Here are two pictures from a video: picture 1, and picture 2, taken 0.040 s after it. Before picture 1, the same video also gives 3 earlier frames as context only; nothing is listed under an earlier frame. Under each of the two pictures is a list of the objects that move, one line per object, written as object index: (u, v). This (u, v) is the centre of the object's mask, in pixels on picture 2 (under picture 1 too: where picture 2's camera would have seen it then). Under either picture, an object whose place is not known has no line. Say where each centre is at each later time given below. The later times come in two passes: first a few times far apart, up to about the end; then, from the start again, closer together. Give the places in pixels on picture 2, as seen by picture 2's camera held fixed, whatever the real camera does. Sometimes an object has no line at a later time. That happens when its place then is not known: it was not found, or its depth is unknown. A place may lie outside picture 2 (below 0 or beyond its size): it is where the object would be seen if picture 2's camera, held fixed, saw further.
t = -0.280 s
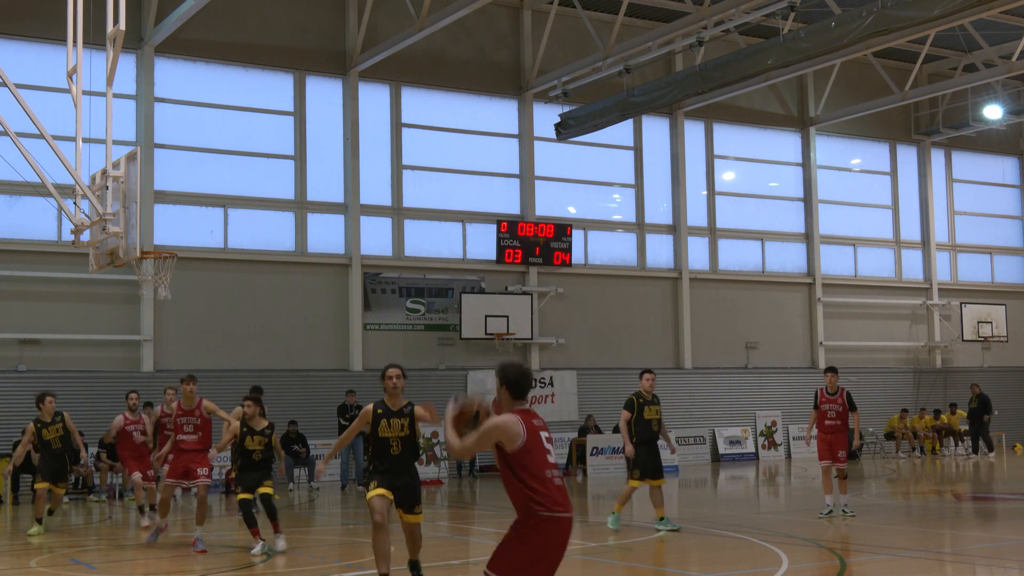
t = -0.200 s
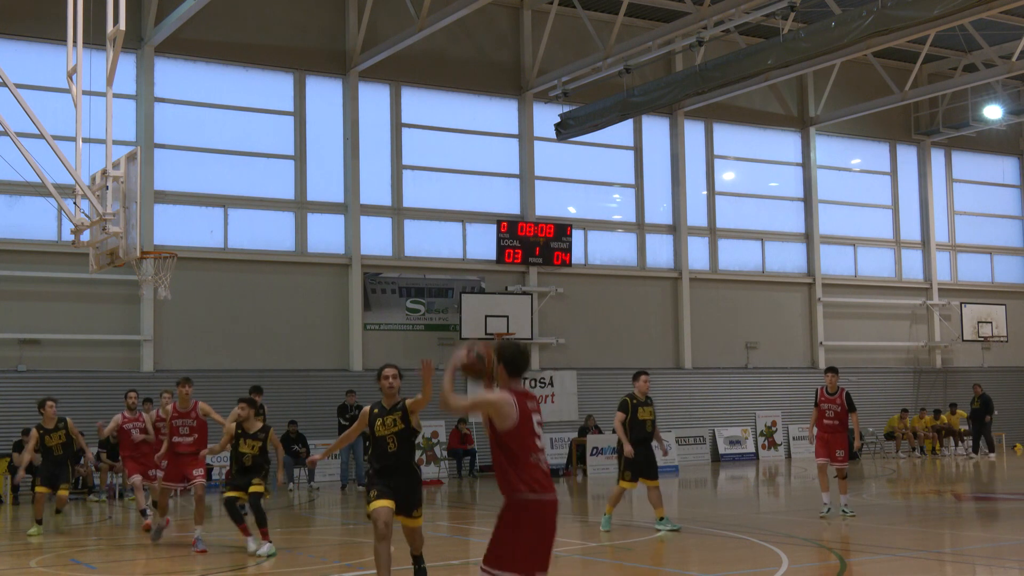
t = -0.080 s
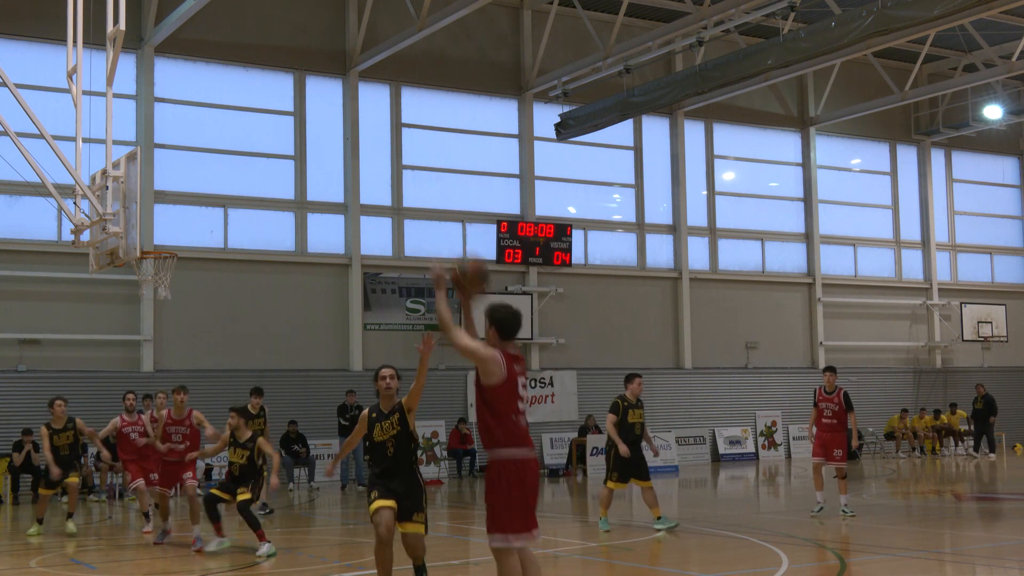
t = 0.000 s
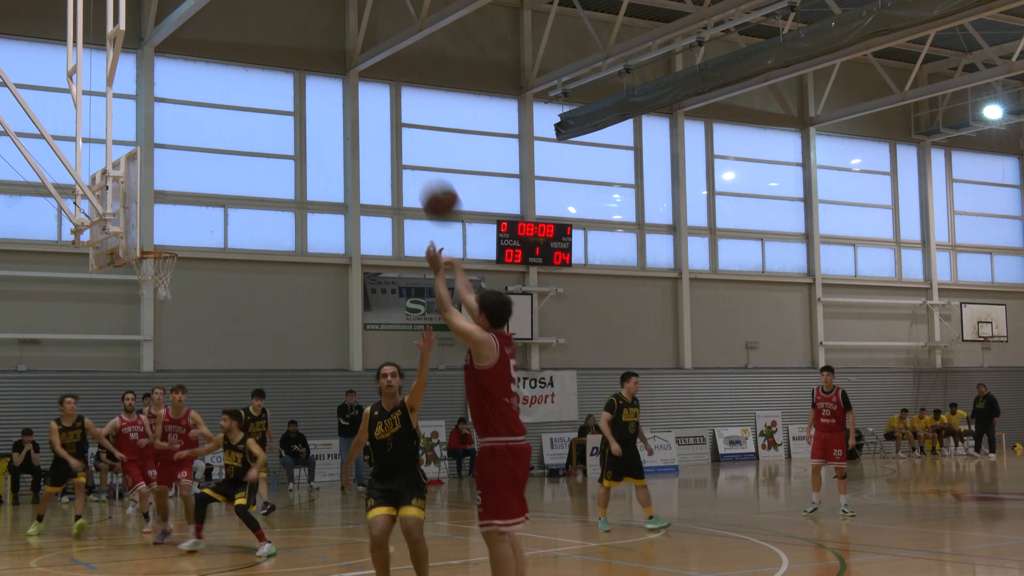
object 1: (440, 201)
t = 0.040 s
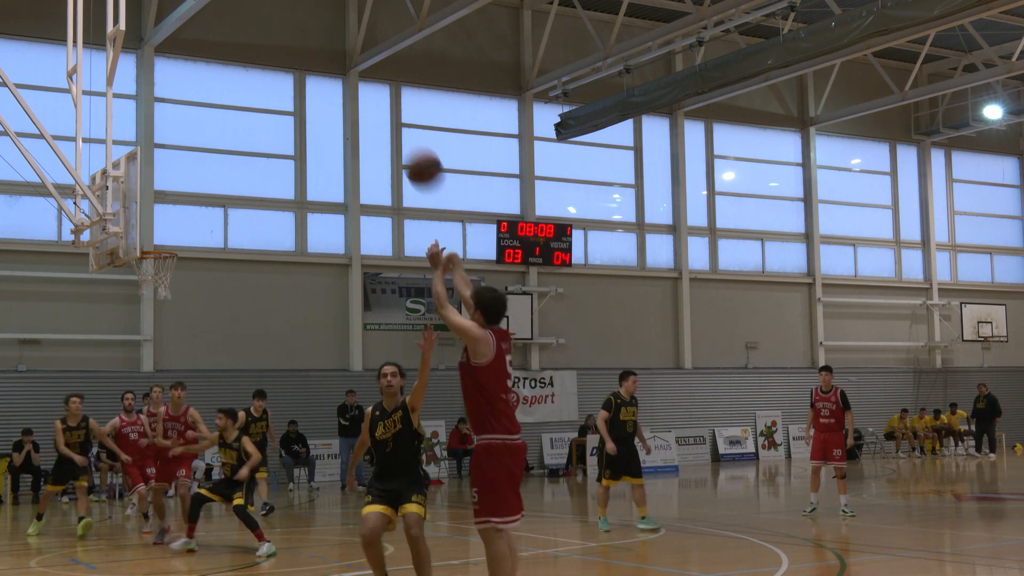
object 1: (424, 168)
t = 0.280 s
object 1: (340, 44)
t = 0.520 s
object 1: (276, 11)
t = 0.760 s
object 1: (226, 40)
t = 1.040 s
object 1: (179, 140)
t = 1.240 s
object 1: (151, 244)
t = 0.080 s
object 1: (407, 138)
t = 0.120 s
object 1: (394, 115)
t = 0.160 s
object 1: (378, 91)
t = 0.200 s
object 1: (364, 74)
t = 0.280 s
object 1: (340, 44)
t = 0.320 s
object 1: (327, 31)
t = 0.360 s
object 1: (316, 23)
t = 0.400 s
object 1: (306, 15)
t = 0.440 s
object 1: (296, 13)
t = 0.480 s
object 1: (285, 12)
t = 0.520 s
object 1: (276, 11)
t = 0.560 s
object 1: (267, 11)
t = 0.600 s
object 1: (258, 13)
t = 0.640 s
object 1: (250, 17)
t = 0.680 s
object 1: (241, 24)
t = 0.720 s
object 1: (234, 31)
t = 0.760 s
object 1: (226, 40)
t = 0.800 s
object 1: (218, 50)
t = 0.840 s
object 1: (212, 62)
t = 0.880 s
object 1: (204, 75)
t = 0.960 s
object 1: (191, 106)
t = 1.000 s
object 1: (185, 122)
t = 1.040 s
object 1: (179, 140)
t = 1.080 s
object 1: (173, 159)
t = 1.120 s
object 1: (167, 178)
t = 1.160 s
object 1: (162, 199)
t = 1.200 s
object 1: (155, 222)
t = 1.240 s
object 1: (151, 244)
